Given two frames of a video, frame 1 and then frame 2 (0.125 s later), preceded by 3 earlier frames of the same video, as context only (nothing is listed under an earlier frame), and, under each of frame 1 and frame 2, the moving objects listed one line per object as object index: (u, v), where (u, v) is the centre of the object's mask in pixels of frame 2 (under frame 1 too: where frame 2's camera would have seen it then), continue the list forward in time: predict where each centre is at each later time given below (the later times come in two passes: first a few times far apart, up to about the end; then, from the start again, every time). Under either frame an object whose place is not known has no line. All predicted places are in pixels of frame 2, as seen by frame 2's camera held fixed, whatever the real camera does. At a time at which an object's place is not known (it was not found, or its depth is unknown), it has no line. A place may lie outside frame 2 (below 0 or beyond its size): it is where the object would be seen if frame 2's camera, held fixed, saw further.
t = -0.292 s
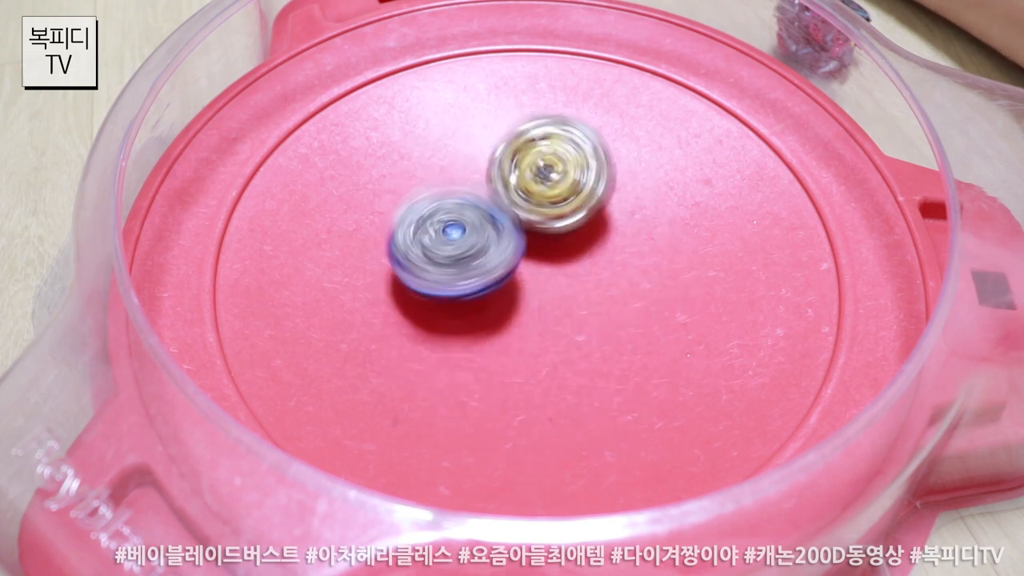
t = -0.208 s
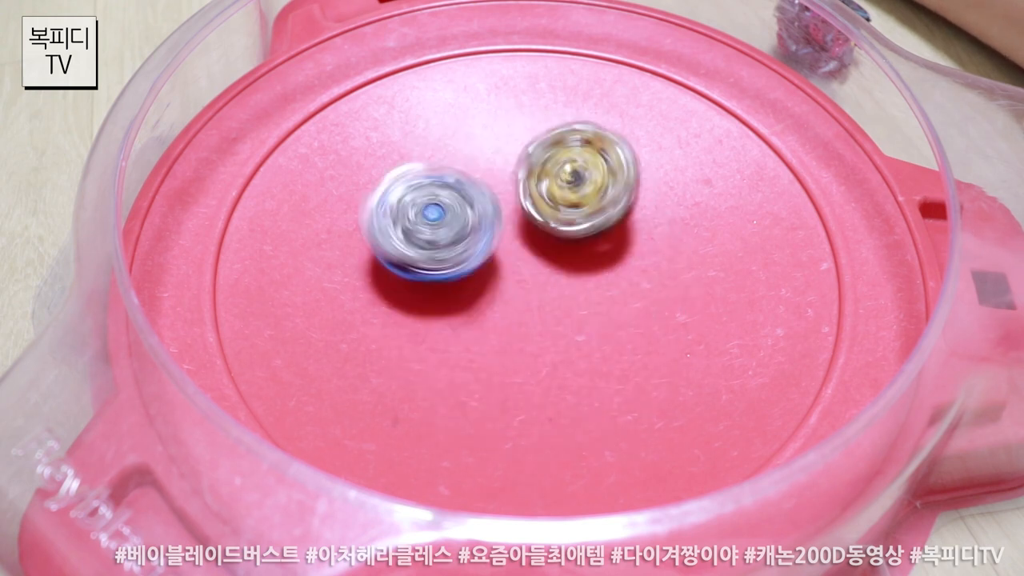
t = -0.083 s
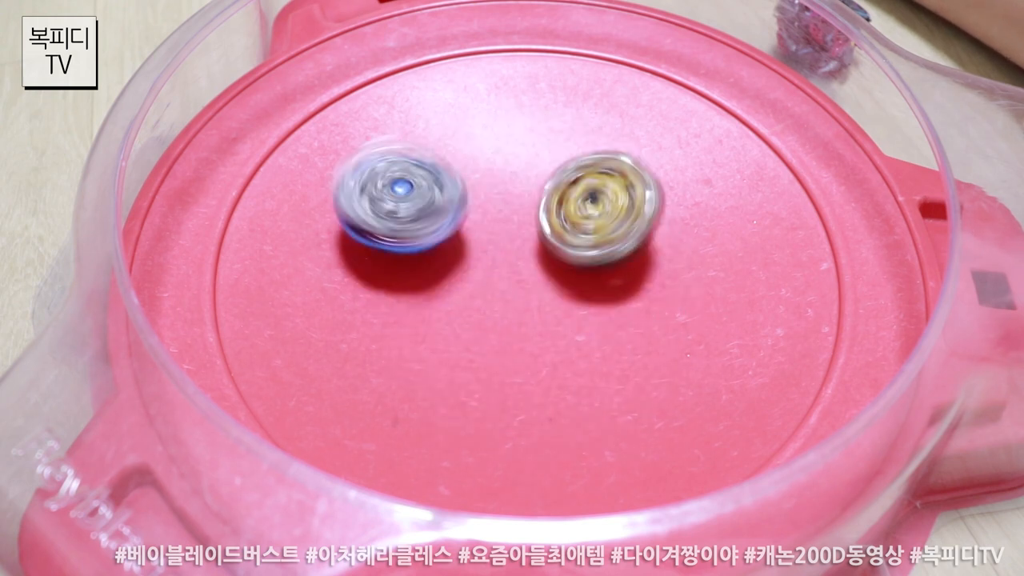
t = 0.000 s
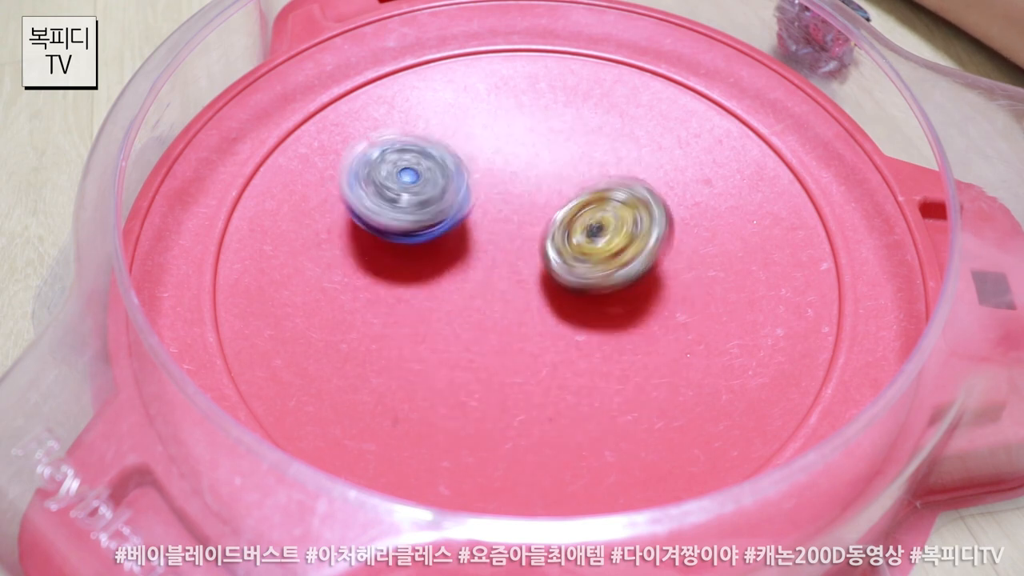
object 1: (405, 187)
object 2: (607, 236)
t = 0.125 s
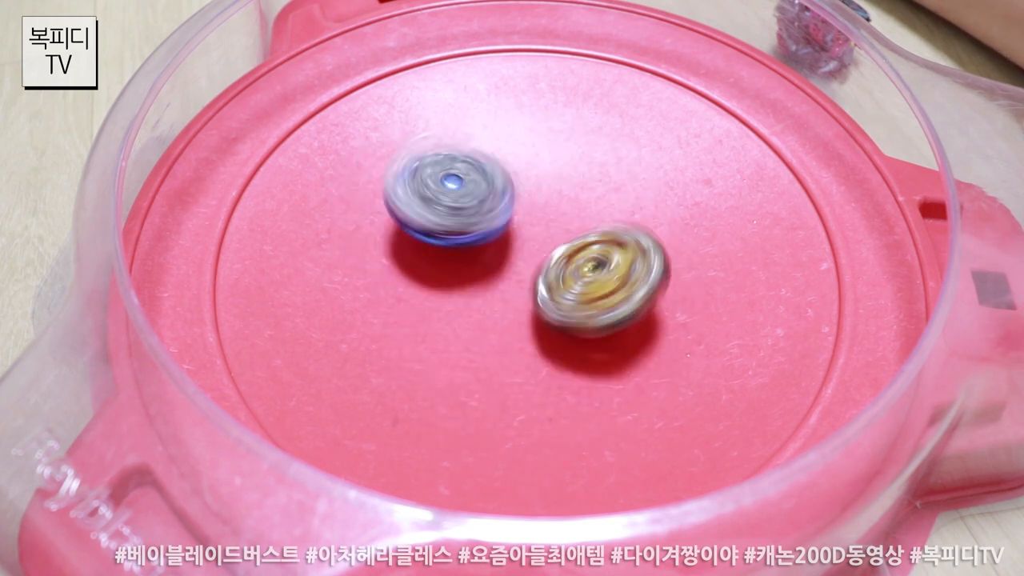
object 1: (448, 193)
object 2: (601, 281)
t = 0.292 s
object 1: (514, 224)
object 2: (562, 328)
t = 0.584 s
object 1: (630, 228)
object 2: (475, 327)
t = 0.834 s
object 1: (617, 260)
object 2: (452, 249)
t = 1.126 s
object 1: (561, 265)
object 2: (486, 170)
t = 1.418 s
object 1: (498, 281)
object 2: (553, 171)
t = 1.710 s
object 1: (454, 248)
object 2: (589, 252)
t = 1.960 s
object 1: (464, 200)
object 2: (543, 328)
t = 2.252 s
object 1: (545, 200)
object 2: (450, 320)
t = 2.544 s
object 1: (594, 267)
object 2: (457, 241)
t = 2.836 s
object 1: (527, 296)
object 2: (561, 187)
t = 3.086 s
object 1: (477, 245)
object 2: (622, 208)
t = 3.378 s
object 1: (504, 185)
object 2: (597, 276)
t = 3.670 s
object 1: (582, 197)
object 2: (460, 291)
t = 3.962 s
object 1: (576, 252)
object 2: (427, 221)
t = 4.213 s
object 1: (525, 293)
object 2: (502, 181)
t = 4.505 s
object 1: (471, 274)
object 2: (604, 216)
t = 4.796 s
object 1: (503, 213)
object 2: (587, 306)
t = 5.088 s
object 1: (562, 190)
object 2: (470, 313)
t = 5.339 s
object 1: (562, 242)
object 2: (440, 234)
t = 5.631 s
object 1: (610, 274)
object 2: (508, 174)
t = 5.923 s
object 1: (603, 298)
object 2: (564, 180)
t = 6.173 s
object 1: (593, 325)
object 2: (532, 194)
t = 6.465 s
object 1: (550, 301)
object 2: (488, 189)
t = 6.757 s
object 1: (501, 336)
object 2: (495, 181)
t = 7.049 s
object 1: (544, 340)
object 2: (509, 223)
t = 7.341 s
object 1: (591, 285)
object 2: (483, 165)
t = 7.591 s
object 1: (535, 270)
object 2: (497, 167)
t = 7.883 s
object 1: (552, 308)
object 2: (486, 209)
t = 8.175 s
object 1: (527, 322)
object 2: (487, 210)
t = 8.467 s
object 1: (548, 317)
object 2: (501, 212)
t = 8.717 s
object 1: (550, 317)
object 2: (496, 216)
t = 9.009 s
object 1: (535, 318)
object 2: (499, 231)
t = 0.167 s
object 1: (466, 200)
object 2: (595, 293)
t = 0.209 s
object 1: (481, 210)
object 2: (587, 306)
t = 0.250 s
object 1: (497, 217)
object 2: (576, 318)
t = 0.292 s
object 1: (514, 224)
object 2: (562, 328)
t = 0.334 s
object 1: (530, 232)
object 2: (548, 337)
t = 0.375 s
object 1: (546, 235)
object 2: (536, 341)
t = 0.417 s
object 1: (562, 237)
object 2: (521, 343)
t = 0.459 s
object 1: (579, 234)
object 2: (509, 343)
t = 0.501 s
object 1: (598, 230)
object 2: (497, 340)
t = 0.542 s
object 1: (613, 228)
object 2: (486, 334)
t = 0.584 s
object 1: (630, 228)
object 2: (475, 327)
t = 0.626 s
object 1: (643, 230)
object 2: (465, 316)
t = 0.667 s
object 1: (652, 236)
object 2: (458, 304)
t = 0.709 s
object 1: (655, 243)
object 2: (454, 293)
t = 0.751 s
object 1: (648, 249)
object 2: (451, 277)
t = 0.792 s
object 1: (636, 257)
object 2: (450, 262)
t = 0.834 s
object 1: (617, 260)
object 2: (452, 249)
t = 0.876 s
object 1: (599, 258)
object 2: (457, 234)
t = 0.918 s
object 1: (584, 258)
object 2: (459, 221)
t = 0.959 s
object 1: (582, 260)
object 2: (458, 205)
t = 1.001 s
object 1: (578, 262)
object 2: (459, 190)
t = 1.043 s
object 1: (575, 265)
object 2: (468, 182)
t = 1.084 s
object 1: (567, 264)
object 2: (475, 174)
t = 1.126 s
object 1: (561, 265)
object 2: (486, 170)
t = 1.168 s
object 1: (553, 264)
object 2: (495, 164)
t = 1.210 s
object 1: (547, 264)
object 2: (506, 163)
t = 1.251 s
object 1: (538, 261)
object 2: (516, 160)
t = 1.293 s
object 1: (530, 268)
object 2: (528, 160)
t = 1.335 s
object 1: (522, 273)
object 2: (537, 160)
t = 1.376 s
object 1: (507, 277)
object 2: (546, 165)
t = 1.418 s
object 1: (498, 281)
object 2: (553, 171)
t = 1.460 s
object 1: (484, 277)
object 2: (562, 179)
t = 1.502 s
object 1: (473, 275)
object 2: (571, 190)
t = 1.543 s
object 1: (470, 269)
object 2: (578, 201)
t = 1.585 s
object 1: (466, 262)
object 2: (585, 214)
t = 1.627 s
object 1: (464, 258)
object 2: (588, 225)
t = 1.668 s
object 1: (460, 255)
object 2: (591, 239)
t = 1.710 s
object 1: (454, 248)
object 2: (589, 252)
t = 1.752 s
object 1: (451, 243)
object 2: (586, 267)
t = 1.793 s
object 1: (454, 237)
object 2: (577, 280)
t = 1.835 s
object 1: (459, 230)
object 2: (571, 292)
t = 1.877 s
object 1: (456, 218)
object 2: (569, 307)
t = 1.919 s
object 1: (458, 213)
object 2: (557, 320)
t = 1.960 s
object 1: (464, 200)
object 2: (543, 328)
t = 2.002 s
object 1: (470, 192)
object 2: (531, 334)
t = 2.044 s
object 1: (481, 188)
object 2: (515, 338)
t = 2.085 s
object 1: (495, 186)
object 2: (500, 339)
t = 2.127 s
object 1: (508, 184)
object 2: (484, 339)
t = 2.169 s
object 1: (522, 191)
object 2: (471, 334)
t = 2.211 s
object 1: (533, 195)
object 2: (460, 328)
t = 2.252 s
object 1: (545, 200)
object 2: (450, 320)
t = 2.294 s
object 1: (555, 208)
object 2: (443, 310)
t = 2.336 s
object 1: (566, 218)
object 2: (438, 298)
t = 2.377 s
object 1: (574, 226)
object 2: (437, 285)
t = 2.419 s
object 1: (580, 234)
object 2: (438, 274)
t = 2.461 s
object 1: (587, 244)
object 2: (442, 261)
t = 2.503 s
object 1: (592, 257)
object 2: (448, 251)
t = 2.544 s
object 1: (594, 267)
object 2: (457, 241)
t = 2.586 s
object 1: (591, 276)
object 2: (470, 228)
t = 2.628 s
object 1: (585, 288)
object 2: (480, 217)
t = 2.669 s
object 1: (578, 295)
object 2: (496, 208)
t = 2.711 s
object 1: (567, 300)
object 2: (513, 199)
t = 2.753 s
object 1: (552, 300)
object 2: (529, 191)
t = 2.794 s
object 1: (538, 300)
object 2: (545, 189)
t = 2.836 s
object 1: (527, 296)
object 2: (561, 187)
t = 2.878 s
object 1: (517, 290)
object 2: (574, 185)
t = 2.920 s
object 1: (505, 283)
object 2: (586, 188)
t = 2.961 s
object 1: (494, 274)
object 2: (596, 190)
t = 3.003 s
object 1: (486, 265)
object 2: (606, 194)
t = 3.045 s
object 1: (483, 255)
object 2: (615, 200)
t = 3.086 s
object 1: (477, 245)
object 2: (622, 208)
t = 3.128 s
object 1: (473, 235)
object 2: (626, 216)
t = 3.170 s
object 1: (472, 224)
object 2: (629, 227)
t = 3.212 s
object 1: (472, 214)
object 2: (628, 238)
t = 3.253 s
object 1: (477, 206)
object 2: (623, 247)
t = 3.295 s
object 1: (484, 196)
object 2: (617, 259)
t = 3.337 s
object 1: (494, 189)
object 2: (608, 269)
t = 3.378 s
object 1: (504, 185)
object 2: (597, 276)
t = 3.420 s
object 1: (514, 184)
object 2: (584, 284)
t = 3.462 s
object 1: (527, 188)
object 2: (566, 288)
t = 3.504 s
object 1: (539, 192)
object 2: (550, 292)
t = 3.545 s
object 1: (551, 193)
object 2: (528, 297)
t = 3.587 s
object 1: (559, 192)
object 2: (503, 299)
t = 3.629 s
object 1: (571, 191)
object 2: (479, 296)
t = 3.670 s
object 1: (582, 197)
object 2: (460, 291)
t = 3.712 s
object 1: (589, 201)
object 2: (445, 284)
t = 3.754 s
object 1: (594, 207)
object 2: (431, 274)
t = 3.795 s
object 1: (595, 215)
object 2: (425, 263)
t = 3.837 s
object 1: (593, 225)
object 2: (421, 254)
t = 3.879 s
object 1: (591, 234)
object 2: (418, 241)
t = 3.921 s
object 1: (584, 244)
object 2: (421, 232)
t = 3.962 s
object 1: (576, 252)
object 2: (427, 221)
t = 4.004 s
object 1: (571, 258)
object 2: (433, 213)
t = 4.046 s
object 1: (560, 265)
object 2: (445, 204)
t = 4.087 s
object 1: (551, 274)
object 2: (455, 193)
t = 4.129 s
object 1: (543, 283)
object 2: (470, 188)
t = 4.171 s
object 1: (534, 288)
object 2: (487, 182)
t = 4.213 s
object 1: (525, 293)
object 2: (502, 181)
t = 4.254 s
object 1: (513, 297)
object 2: (521, 181)
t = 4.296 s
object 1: (502, 297)
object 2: (538, 181)
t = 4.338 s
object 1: (488, 295)
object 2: (554, 187)
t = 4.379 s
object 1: (479, 295)
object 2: (571, 192)
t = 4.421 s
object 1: (473, 288)
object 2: (581, 199)
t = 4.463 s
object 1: (471, 282)
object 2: (594, 208)
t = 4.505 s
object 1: (471, 274)
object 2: (604, 216)
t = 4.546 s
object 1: (471, 266)
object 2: (610, 230)
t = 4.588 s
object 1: (476, 257)
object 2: (618, 244)
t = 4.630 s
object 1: (481, 247)
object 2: (617, 256)
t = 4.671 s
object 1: (486, 239)
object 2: (614, 270)
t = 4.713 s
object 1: (491, 231)
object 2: (609, 282)
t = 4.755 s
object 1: (497, 222)
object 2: (599, 295)
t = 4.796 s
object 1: (503, 213)
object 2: (587, 306)
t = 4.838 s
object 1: (509, 207)
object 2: (571, 316)
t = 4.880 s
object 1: (515, 200)
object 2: (554, 322)
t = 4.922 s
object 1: (525, 194)
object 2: (537, 326)
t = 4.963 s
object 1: (533, 190)
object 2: (519, 327)
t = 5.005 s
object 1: (543, 187)
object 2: (502, 326)
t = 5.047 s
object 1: (553, 187)
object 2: (482, 321)
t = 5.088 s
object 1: (562, 190)
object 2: (470, 313)
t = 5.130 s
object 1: (567, 199)
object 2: (456, 302)
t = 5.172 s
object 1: (569, 207)
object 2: (447, 289)
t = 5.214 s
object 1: (569, 215)
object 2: (442, 277)
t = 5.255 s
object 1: (566, 225)
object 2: (439, 262)
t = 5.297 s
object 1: (564, 236)
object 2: (440, 249)
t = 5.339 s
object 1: (562, 242)
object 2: (440, 234)
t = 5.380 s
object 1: (562, 250)
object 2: (445, 224)
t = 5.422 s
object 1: (568, 256)
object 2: (451, 211)
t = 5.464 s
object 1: (569, 259)
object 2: (463, 204)
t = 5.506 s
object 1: (580, 268)
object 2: (473, 193)
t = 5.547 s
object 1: (598, 275)
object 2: (480, 181)
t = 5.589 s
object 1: (606, 276)
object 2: (494, 177)
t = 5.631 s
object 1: (610, 274)
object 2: (508, 174)
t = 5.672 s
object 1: (611, 273)
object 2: (522, 176)
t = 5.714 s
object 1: (609, 272)
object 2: (536, 177)
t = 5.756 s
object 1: (608, 272)
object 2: (547, 181)
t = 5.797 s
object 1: (613, 281)
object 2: (553, 178)
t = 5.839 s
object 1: (616, 283)
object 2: (560, 179)
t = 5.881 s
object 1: (611, 282)
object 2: (563, 183)
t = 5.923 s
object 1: (603, 298)
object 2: (564, 180)
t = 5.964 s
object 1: (600, 308)
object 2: (562, 178)
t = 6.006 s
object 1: (598, 312)
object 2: (558, 179)
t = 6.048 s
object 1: (596, 314)
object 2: (555, 183)
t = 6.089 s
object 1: (591, 315)
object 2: (549, 187)
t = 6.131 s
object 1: (589, 321)
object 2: (540, 192)
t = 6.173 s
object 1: (593, 325)
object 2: (532, 194)
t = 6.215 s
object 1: (595, 322)
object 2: (523, 196)
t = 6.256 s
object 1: (590, 321)
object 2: (511, 197)
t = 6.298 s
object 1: (587, 319)
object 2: (503, 198)
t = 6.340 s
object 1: (584, 315)
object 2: (497, 196)
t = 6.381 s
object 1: (575, 307)
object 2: (491, 193)
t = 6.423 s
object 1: (562, 301)
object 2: (487, 190)
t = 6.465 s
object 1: (550, 301)
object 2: (488, 189)
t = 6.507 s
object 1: (541, 301)
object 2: (487, 188)
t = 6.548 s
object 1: (533, 299)
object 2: (486, 190)
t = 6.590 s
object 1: (524, 298)
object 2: (484, 193)
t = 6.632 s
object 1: (516, 298)
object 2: (484, 192)
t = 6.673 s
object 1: (511, 300)
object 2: (486, 194)
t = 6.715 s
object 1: (509, 318)
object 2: (489, 187)
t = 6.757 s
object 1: (501, 336)
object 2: (495, 181)
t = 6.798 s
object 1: (499, 350)
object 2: (502, 183)
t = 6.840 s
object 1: (506, 360)
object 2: (509, 193)
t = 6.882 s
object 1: (514, 367)
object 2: (506, 202)
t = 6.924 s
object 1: (520, 365)
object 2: (506, 204)
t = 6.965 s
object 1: (526, 363)
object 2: (509, 209)
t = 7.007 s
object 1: (536, 350)
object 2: (511, 217)
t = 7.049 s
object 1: (544, 340)
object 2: (509, 223)
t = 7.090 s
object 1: (554, 328)
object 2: (508, 225)
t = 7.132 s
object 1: (569, 318)
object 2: (503, 222)
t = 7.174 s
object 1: (586, 320)
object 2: (495, 209)
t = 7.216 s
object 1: (593, 314)
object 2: (490, 189)
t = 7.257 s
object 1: (599, 306)
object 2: (481, 179)
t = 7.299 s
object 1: (595, 297)
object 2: (481, 170)
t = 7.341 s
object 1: (591, 285)
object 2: (483, 165)
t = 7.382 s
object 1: (586, 276)
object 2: (484, 165)
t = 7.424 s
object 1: (581, 266)
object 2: (484, 163)
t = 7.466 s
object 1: (570, 258)
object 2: (488, 165)
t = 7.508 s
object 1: (554, 251)
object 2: (492, 164)
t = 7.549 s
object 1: (543, 258)
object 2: (495, 164)
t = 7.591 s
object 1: (535, 270)
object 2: (497, 167)
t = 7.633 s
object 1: (529, 275)
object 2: (499, 173)
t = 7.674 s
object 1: (523, 287)
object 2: (499, 182)
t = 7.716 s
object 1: (529, 299)
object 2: (495, 186)
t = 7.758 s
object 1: (529, 304)
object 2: (496, 188)
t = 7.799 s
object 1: (539, 306)
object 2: (494, 193)
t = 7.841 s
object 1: (546, 304)
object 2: (493, 203)
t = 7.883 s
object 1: (552, 308)
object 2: (486, 209)
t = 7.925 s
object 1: (556, 314)
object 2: (484, 206)
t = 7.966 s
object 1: (550, 316)
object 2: (487, 205)
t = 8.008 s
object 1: (542, 318)
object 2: (491, 207)
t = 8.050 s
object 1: (535, 320)
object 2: (491, 209)
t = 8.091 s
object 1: (527, 321)
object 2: (489, 208)
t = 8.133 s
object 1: (525, 323)
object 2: (488, 209)
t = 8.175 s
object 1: (527, 322)
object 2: (487, 210)
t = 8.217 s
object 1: (528, 324)
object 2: (492, 209)
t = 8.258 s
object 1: (529, 325)
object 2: (496, 205)
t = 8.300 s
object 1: (530, 324)
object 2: (498, 207)
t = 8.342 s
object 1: (533, 321)
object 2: (498, 210)
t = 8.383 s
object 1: (537, 318)
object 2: (498, 209)
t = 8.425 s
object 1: (543, 317)
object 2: (501, 210)
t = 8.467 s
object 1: (548, 317)
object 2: (501, 212)
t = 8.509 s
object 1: (551, 317)
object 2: (503, 218)
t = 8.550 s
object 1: (552, 317)
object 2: (500, 223)
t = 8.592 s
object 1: (553, 317)
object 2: (498, 224)
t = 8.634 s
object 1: (553, 317)
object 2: (495, 223)
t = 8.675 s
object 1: (552, 317)
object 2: (492, 219)
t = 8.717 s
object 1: (550, 317)
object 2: (496, 216)
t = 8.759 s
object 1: (546, 316)
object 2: (495, 220)
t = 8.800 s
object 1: (541, 317)
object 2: (494, 221)
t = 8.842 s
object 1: (536, 318)
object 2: (495, 222)
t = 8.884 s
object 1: (534, 318)
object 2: (497, 223)
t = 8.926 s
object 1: (532, 319)
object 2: (500, 224)
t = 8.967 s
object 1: (533, 318)
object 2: (500, 228)
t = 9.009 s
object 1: (535, 318)
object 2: (499, 231)
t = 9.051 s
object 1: (539, 317)
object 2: (495, 233)
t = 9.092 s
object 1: (545, 316)
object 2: (491, 232)
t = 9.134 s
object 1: (548, 316)
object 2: (491, 230)
